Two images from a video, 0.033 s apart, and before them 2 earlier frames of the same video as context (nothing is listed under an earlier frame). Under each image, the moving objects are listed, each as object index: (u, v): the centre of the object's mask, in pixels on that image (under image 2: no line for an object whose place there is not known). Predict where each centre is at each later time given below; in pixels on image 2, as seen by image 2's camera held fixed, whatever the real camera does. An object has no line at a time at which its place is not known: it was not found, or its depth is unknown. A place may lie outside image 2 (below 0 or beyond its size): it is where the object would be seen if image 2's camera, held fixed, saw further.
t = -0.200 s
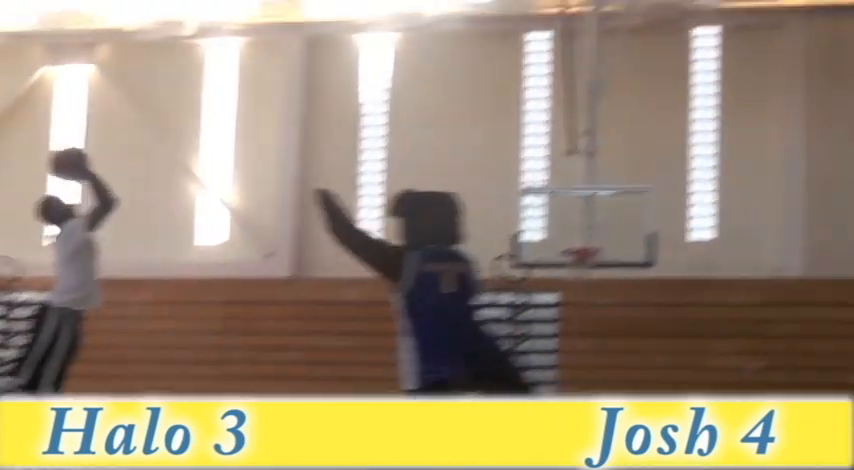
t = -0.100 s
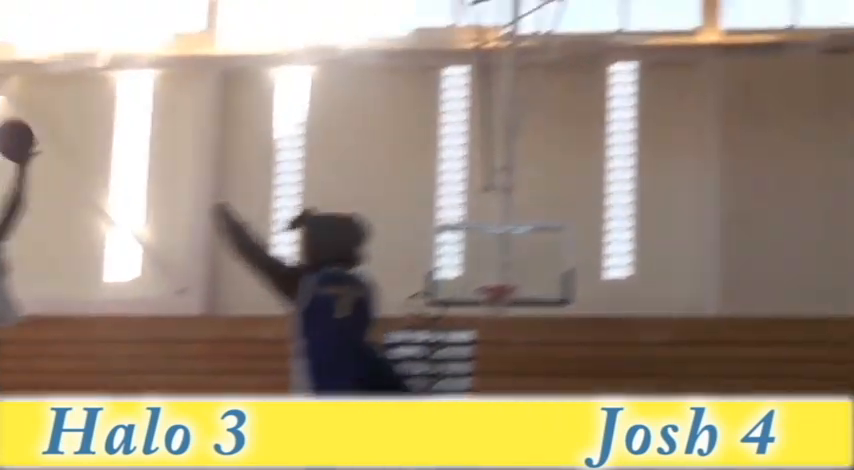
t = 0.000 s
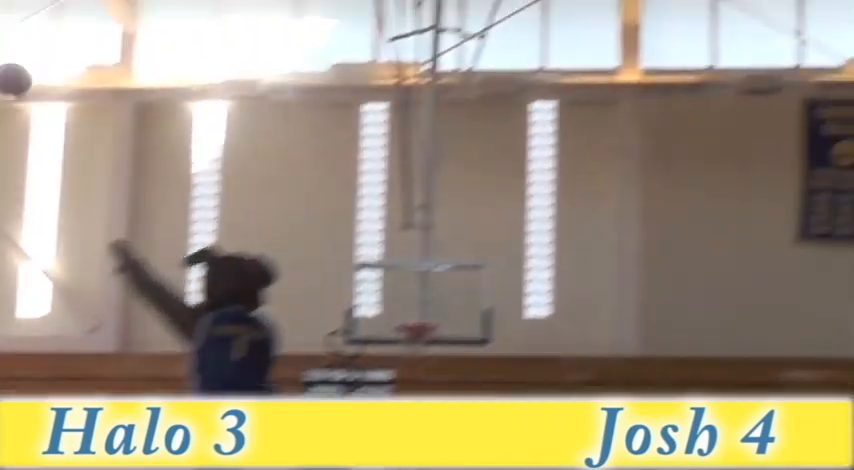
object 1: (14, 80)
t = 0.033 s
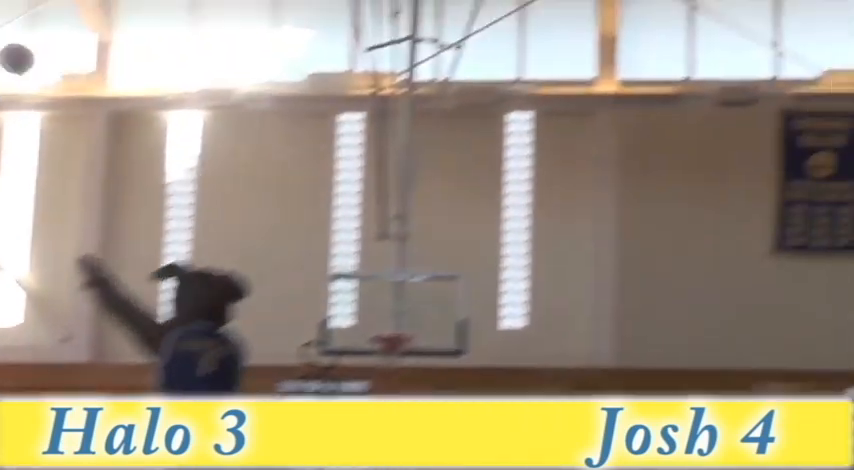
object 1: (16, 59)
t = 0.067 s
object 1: (48, 32)
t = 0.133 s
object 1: (112, -4)
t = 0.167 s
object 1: (143, -16)
